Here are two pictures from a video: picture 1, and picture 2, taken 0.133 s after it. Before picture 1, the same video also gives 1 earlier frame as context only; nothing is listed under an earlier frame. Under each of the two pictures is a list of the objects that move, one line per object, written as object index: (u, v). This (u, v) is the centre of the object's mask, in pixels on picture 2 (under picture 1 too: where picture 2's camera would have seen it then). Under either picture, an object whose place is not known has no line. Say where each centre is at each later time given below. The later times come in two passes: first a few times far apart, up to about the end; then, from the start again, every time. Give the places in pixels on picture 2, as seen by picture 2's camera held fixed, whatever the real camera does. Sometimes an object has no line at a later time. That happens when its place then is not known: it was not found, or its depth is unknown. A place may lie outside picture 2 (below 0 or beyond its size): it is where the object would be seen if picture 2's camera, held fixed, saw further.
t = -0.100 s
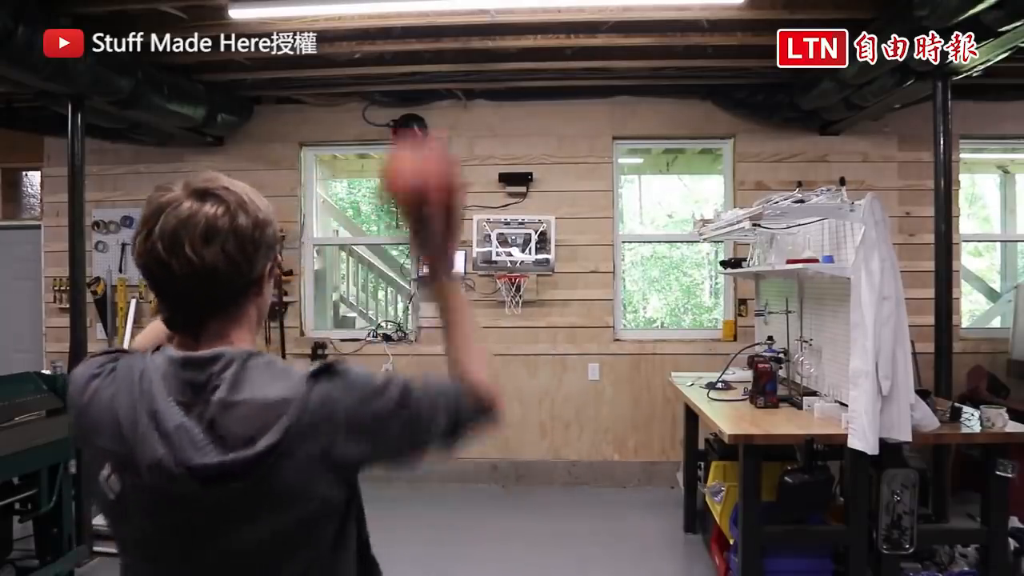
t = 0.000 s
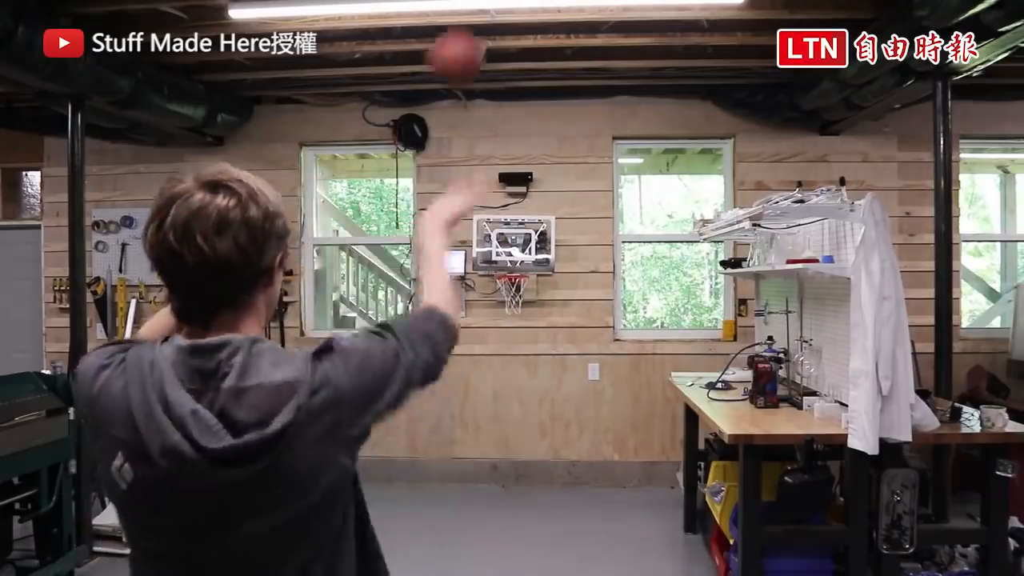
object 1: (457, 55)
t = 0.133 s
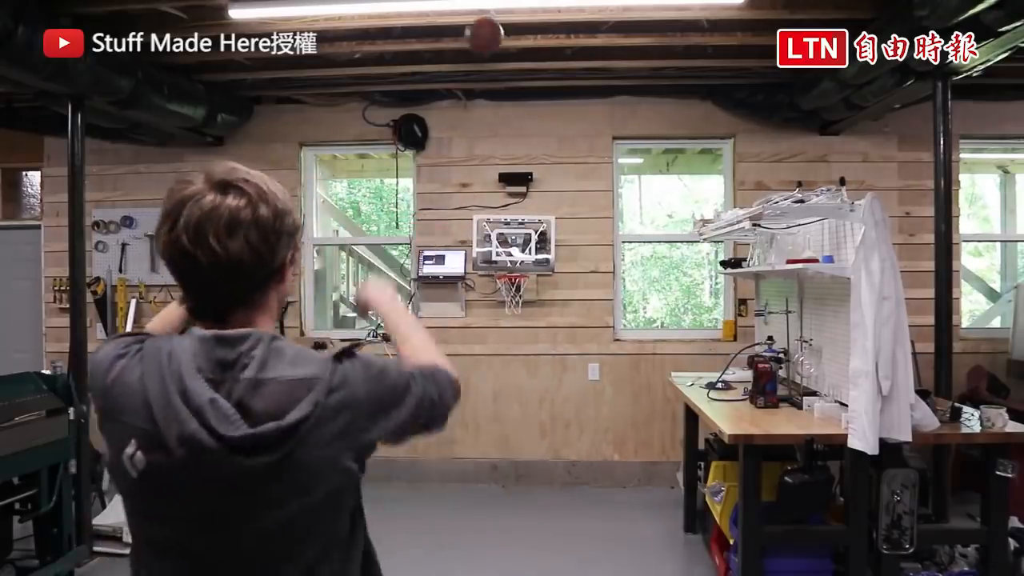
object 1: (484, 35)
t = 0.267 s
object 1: (496, 59)
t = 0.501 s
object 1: (505, 143)
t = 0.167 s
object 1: (488, 38)
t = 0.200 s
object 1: (491, 43)
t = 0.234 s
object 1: (494, 50)
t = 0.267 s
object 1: (496, 59)
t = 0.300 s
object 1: (498, 68)
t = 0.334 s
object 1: (500, 78)
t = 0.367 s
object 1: (500, 89)
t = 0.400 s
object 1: (502, 102)
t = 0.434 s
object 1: (503, 115)
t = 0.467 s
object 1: (504, 128)
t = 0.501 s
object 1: (505, 143)
